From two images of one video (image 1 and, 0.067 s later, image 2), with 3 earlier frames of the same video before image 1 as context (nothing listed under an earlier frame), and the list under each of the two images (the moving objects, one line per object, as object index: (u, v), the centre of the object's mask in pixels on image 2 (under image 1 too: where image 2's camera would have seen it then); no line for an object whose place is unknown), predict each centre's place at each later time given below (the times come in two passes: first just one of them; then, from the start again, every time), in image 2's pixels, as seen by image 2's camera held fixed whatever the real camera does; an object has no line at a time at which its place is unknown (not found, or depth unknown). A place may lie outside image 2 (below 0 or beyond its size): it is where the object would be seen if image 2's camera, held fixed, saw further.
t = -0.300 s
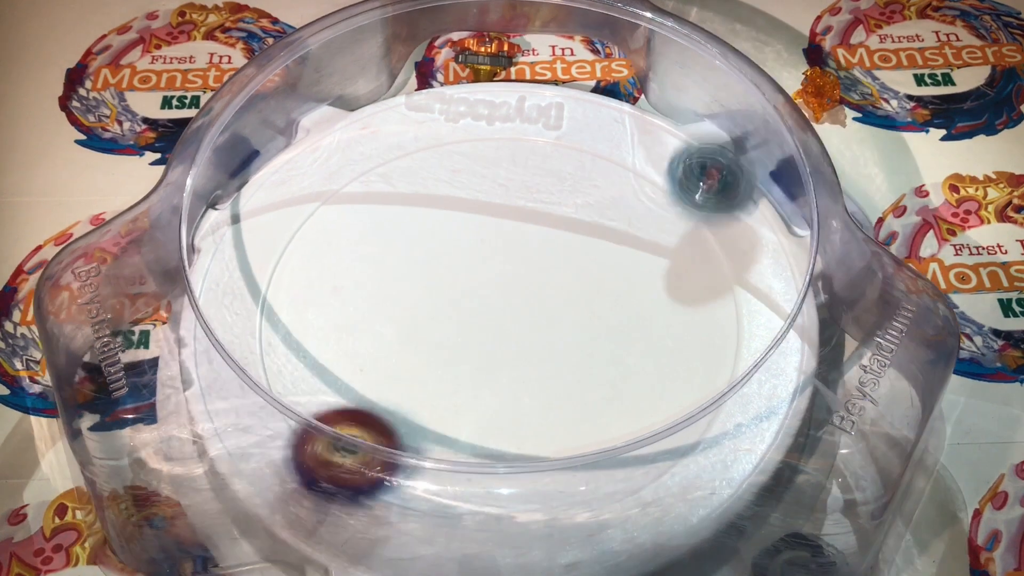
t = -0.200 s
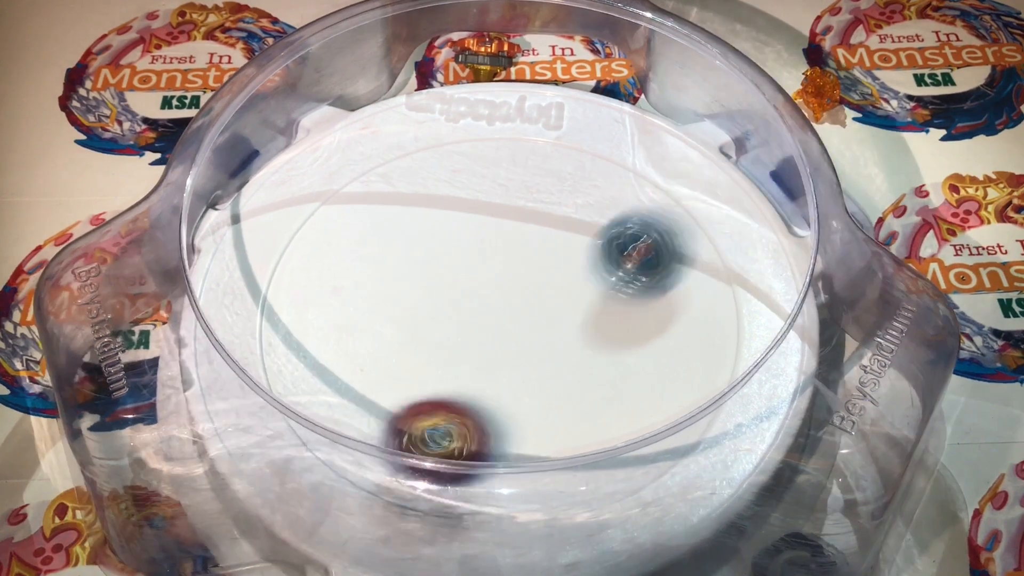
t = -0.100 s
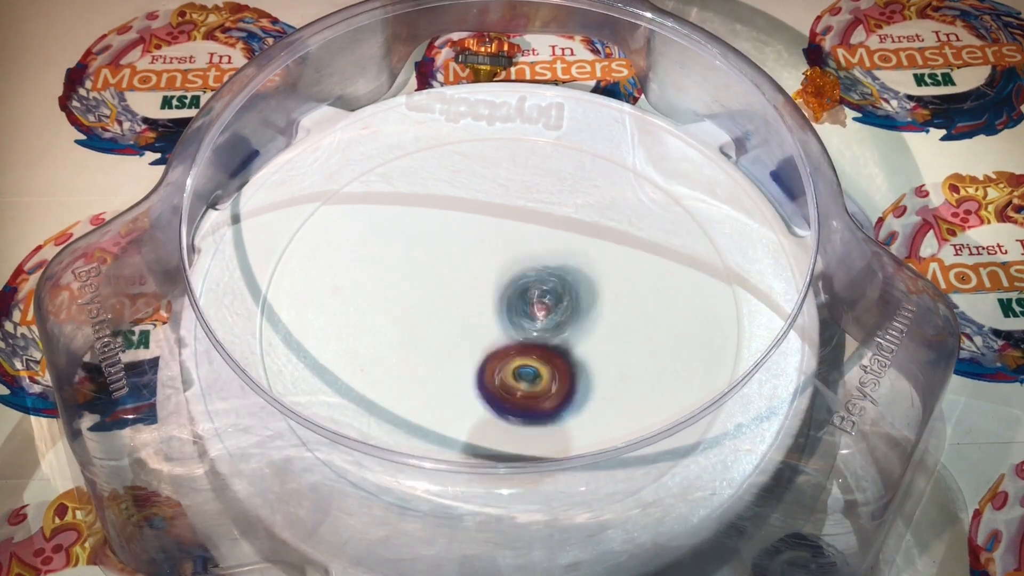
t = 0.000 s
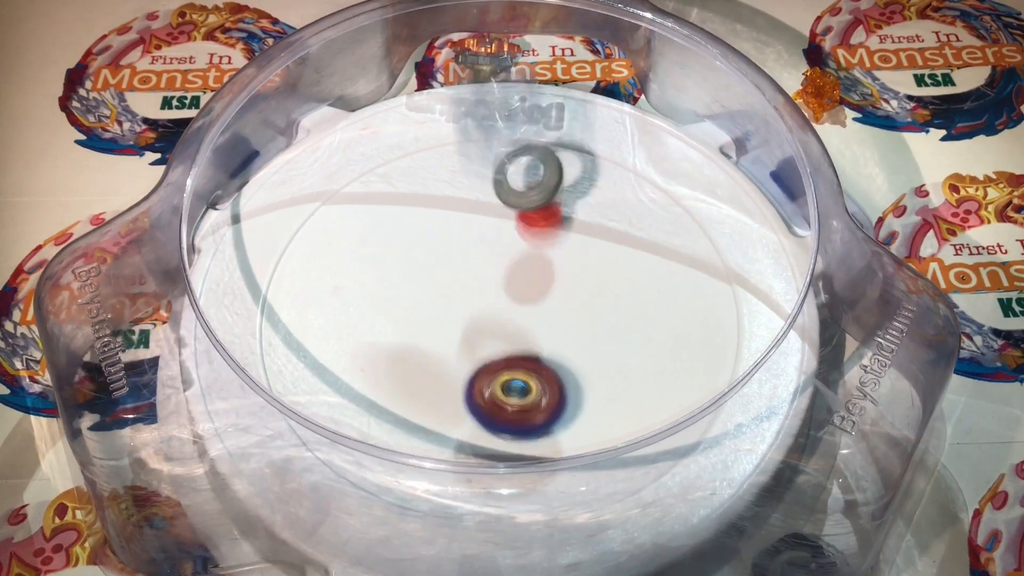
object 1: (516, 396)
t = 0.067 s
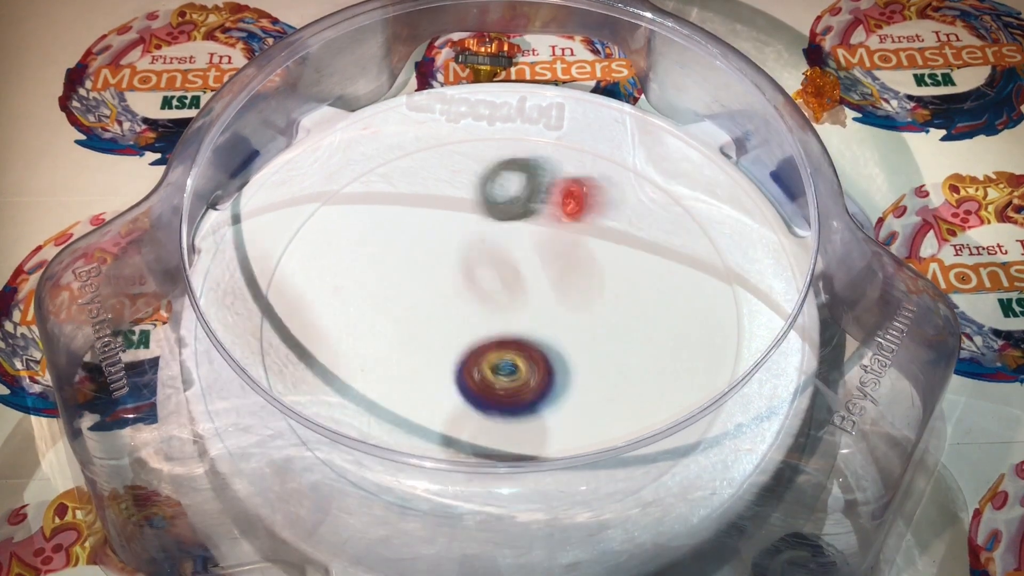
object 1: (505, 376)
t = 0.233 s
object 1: (446, 299)
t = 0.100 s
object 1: (497, 362)
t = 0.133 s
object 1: (486, 346)
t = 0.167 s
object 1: (474, 329)
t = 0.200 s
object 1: (461, 313)
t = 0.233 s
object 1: (446, 299)
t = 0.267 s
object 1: (431, 285)
